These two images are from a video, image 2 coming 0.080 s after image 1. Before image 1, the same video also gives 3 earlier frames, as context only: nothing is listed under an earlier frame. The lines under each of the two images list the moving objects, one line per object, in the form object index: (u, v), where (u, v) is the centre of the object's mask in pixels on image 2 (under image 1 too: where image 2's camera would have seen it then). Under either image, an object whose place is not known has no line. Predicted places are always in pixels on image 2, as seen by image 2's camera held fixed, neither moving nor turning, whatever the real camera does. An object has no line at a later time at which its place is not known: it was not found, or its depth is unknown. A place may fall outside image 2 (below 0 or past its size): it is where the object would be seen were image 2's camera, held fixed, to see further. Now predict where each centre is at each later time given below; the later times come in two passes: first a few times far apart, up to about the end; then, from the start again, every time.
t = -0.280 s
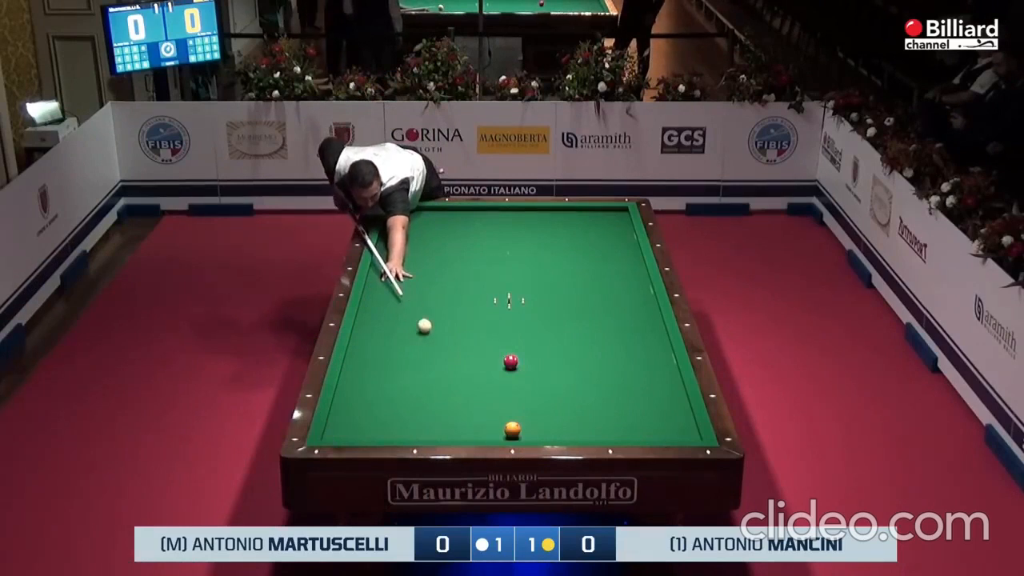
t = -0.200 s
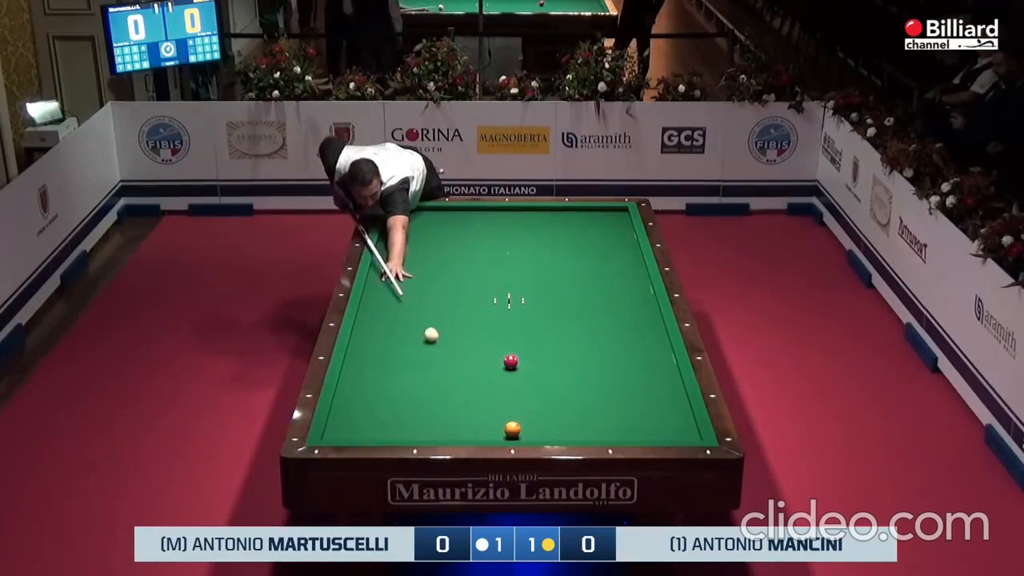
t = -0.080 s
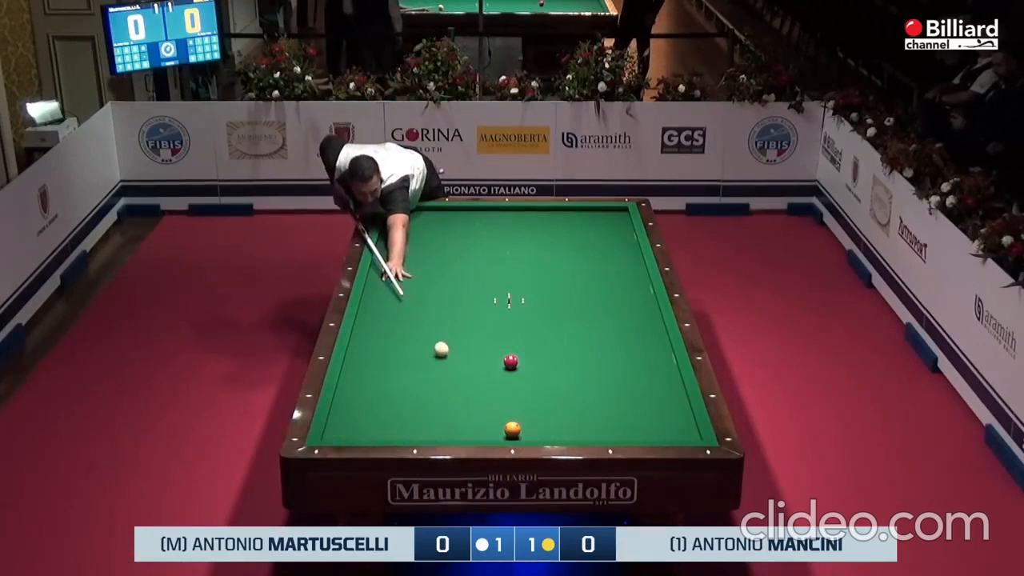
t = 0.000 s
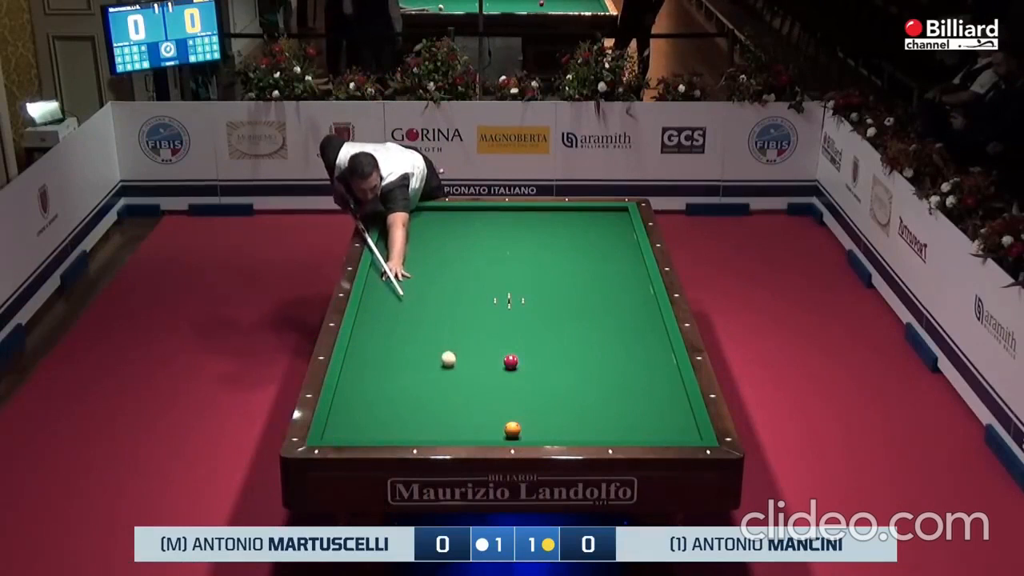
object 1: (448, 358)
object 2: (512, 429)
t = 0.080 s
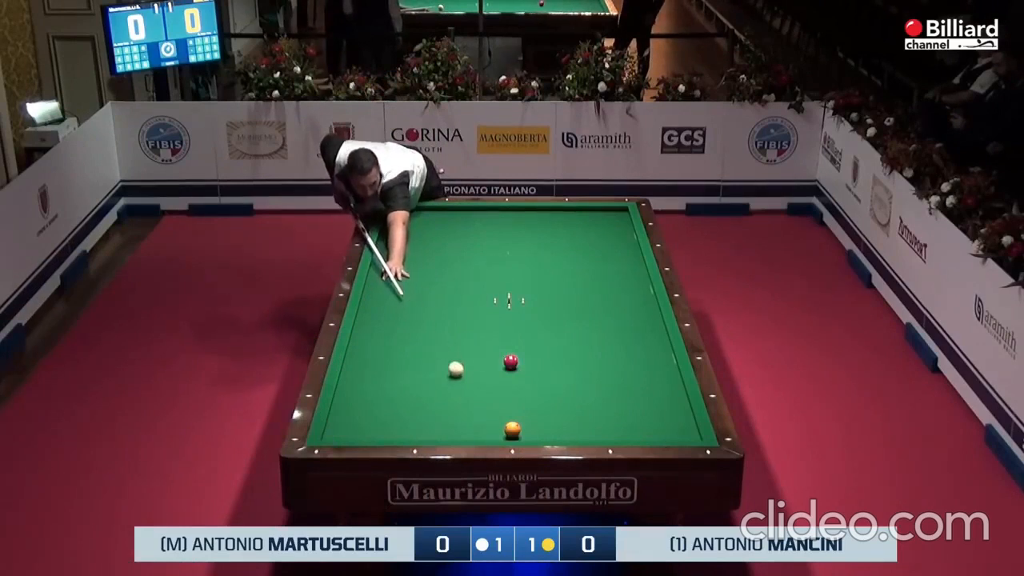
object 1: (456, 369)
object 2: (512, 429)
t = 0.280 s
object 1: (475, 396)
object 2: (512, 429)
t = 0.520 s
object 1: (494, 430)
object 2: (519, 430)
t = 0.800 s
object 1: (473, 422)
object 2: (558, 435)
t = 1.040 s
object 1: (457, 407)
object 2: (582, 433)
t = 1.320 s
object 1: (439, 390)
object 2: (610, 430)
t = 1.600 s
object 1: (422, 374)
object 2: (636, 427)
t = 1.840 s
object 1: (409, 362)
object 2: (658, 424)
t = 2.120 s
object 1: (395, 348)
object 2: (682, 420)
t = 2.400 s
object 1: (381, 336)
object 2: (676, 417)
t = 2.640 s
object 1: (371, 326)
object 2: (664, 415)
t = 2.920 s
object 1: (363, 315)
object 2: (650, 413)
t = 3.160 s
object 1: (371, 308)
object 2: (640, 410)
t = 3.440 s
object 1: (380, 299)
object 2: (628, 408)
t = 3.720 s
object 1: (388, 291)
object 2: (617, 406)
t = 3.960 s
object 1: (395, 285)
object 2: (609, 405)
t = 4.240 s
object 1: (403, 278)
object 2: (600, 403)
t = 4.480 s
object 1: (409, 273)
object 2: (593, 402)
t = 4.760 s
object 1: (416, 267)
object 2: (586, 401)
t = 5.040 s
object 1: (423, 261)
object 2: (579, 399)
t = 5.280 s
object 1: (428, 257)
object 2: (574, 398)
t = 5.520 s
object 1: (433, 253)
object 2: (570, 398)
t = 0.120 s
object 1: (459, 374)
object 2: (512, 429)
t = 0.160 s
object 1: (463, 380)
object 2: (512, 429)
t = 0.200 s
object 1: (467, 385)
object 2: (512, 429)
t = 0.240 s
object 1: (471, 390)
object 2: (512, 429)
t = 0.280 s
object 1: (475, 396)
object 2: (512, 429)
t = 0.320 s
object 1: (479, 402)
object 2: (512, 429)
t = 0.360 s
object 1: (483, 407)
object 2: (512, 429)
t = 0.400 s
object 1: (488, 413)
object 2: (512, 429)
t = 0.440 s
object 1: (492, 419)
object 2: (512, 429)
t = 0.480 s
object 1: (496, 425)
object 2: (512, 429)
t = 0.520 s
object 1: (494, 430)
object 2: (519, 430)
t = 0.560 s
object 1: (491, 433)
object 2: (526, 430)
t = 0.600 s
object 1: (488, 436)
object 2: (533, 432)
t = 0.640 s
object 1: (485, 433)
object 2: (538, 434)
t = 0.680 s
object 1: (482, 430)
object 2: (544, 435)
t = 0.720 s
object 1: (479, 427)
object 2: (549, 435)
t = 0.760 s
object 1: (476, 425)
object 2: (554, 436)
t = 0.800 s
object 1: (473, 422)
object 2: (558, 435)
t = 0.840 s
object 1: (470, 419)
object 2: (562, 435)
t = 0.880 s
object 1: (468, 417)
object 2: (566, 434)
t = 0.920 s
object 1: (465, 414)
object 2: (571, 434)
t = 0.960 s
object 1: (462, 412)
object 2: (574, 434)
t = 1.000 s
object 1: (459, 409)
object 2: (578, 433)
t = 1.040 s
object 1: (457, 407)
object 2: (582, 433)
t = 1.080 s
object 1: (454, 404)
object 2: (587, 432)
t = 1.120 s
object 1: (451, 402)
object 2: (591, 432)
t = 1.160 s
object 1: (449, 399)
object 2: (594, 432)
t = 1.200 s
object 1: (446, 397)
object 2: (598, 432)
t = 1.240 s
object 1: (444, 395)
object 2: (602, 431)
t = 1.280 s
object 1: (441, 392)
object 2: (606, 430)
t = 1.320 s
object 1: (439, 390)
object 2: (610, 430)
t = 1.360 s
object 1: (436, 388)
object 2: (614, 430)
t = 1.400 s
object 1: (434, 386)
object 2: (618, 429)
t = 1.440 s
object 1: (431, 383)
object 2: (622, 429)
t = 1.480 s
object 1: (429, 381)
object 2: (625, 428)
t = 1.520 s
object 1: (427, 379)
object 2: (629, 428)
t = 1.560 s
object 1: (425, 376)
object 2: (633, 427)
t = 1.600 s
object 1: (422, 374)
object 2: (636, 427)
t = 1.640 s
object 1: (420, 372)
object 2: (640, 426)
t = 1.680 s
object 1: (418, 370)
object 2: (644, 426)
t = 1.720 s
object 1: (415, 368)
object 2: (647, 425)
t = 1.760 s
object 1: (413, 366)
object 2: (651, 425)
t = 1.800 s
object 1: (411, 364)
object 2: (654, 424)
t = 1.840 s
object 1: (409, 362)
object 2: (658, 424)
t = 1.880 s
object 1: (407, 360)
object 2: (662, 423)
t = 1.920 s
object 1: (405, 358)
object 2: (665, 423)
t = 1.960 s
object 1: (403, 356)
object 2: (668, 422)
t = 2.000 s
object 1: (401, 354)
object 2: (672, 422)
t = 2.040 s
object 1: (398, 352)
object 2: (675, 421)
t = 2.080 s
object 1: (397, 350)
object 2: (679, 421)
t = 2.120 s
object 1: (395, 348)
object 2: (682, 420)
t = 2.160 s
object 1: (393, 346)
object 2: (685, 420)
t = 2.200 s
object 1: (391, 345)
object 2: (687, 419)
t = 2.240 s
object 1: (389, 343)
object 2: (684, 419)
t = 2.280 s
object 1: (387, 341)
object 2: (682, 419)
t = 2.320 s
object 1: (385, 340)
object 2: (680, 418)
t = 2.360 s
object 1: (383, 338)
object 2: (678, 418)
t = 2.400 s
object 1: (381, 336)
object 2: (676, 417)
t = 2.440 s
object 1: (379, 334)
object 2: (674, 417)
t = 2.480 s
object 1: (378, 333)
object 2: (672, 416)
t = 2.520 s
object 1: (376, 331)
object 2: (670, 416)
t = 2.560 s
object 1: (374, 329)
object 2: (668, 416)
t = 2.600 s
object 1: (373, 328)
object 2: (666, 416)
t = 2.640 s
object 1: (371, 326)
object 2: (664, 415)
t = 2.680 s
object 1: (369, 324)
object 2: (662, 415)
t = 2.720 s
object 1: (368, 323)
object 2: (660, 415)
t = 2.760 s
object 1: (366, 321)
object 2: (658, 414)
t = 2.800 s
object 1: (364, 320)
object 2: (656, 414)
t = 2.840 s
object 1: (363, 318)
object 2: (654, 413)
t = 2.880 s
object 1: (362, 316)
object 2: (652, 413)
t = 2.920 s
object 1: (363, 315)
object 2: (650, 413)
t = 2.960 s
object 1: (365, 314)
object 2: (648, 412)
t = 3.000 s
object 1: (366, 313)
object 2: (647, 412)
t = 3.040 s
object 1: (367, 311)
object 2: (645, 412)
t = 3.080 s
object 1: (369, 310)
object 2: (643, 411)
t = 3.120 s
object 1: (370, 309)
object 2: (642, 411)
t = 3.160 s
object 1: (371, 308)
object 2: (640, 410)
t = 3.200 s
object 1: (373, 306)
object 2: (638, 410)
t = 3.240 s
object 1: (374, 305)
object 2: (636, 410)
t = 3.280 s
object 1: (375, 304)
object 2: (634, 410)
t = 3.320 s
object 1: (376, 303)
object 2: (633, 409)
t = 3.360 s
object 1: (378, 301)
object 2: (631, 409)
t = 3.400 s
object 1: (379, 300)
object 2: (630, 409)
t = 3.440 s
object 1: (380, 299)
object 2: (628, 408)
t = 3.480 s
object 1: (381, 298)
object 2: (627, 408)
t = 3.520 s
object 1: (383, 297)
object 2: (625, 408)
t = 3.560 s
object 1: (384, 296)
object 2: (623, 407)
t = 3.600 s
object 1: (385, 295)
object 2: (622, 407)
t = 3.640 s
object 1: (386, 293)
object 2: (621, 407)
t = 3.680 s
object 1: (387, 293)
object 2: (619, 407)
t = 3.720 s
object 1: (388, 291)
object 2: (617, 406)
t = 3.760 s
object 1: (390, 290)
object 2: (616, 406)
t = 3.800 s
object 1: (391, 289)
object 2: (615, 406)
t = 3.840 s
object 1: (392, 288)
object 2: (614, 406)
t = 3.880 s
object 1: (393, 287)
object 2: (612, 405)
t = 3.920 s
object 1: (394, 286)
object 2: (611, 405)
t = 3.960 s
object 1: (395, 285)
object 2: (609, 405)
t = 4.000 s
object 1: (397, 284)
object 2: (608, 404)
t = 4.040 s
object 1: (398, 283)
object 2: (607, 404)
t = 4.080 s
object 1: (399, 282)
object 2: (605, 404)
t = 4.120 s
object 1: (400, 281)
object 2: (604, 404)
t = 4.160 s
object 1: (401, 280)
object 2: (603, 404)
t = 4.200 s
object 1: (402, 279)
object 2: (601, 403)
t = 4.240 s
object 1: (403, 278)
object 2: (600, 403)
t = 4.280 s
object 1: (404, 277)
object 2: (599, 403)
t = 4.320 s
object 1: (405, 276)
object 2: (597, 403)
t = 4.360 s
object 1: (406, 275)
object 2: (597, 403)
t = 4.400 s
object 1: (407, 274)
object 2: (595, 402)
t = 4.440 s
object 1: (408, 274)
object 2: (594, 402)
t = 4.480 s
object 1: (409, 273)
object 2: (593, 402)
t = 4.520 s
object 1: (410, 272)
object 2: (592, 402)
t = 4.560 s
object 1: (412, 271)
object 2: (591, 402)
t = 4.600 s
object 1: (413, 270)
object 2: (590, 401)
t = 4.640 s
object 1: (414, 270)
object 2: (589, 401)
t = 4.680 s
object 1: (414, 268)
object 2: (588, 401)
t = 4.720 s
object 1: (415, 267)
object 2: (587, 401)
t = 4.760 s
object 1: (416, 267)
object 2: (586, 401)
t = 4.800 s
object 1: (417, 266)
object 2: (585, 400)
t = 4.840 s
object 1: (418, 265)
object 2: (584, 400)
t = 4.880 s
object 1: (419, 264)
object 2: (583, 400)
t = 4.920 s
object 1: (420, 264)
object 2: (582, 400)
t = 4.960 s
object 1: (421, 263)
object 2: (581, 400)
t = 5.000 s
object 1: (422, 262)
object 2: (580, 400)
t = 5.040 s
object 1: (423, 261)
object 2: (579, 399)
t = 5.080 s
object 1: (424, 261)
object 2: (578, 399)
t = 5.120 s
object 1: (424, 260)
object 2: (577, 399)
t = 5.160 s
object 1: (425, 259)
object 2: (577, 399)
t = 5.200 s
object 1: (426, 258)
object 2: (576, 399)
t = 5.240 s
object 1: (427, 258)
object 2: (575, 399)
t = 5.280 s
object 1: (428, 257)
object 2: (574, 398)
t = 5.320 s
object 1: (429, 256)
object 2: (573, 398)
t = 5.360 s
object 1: (430, 255)
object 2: (572, 398)
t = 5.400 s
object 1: (430, 255)
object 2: (572, 398)
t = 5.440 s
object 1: (431, 254)
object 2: (571, 398)
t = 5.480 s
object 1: (432, 253)
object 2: (570, 398)
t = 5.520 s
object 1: (433, 253)
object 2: (570, 398)
